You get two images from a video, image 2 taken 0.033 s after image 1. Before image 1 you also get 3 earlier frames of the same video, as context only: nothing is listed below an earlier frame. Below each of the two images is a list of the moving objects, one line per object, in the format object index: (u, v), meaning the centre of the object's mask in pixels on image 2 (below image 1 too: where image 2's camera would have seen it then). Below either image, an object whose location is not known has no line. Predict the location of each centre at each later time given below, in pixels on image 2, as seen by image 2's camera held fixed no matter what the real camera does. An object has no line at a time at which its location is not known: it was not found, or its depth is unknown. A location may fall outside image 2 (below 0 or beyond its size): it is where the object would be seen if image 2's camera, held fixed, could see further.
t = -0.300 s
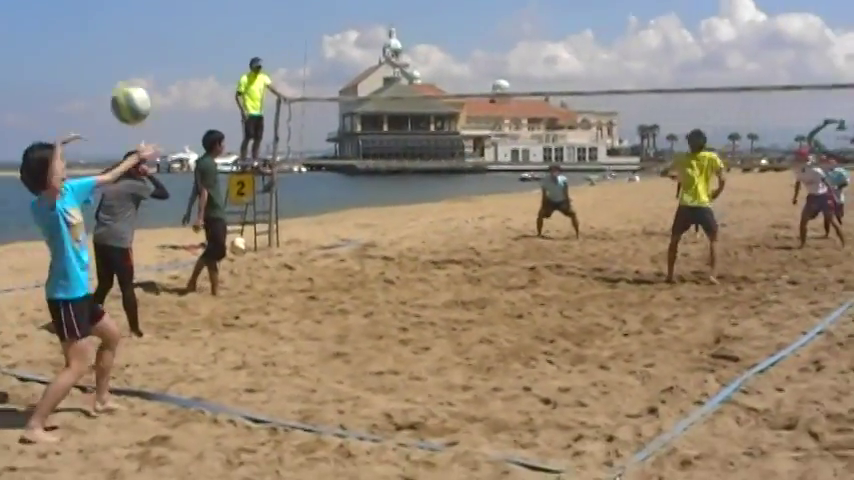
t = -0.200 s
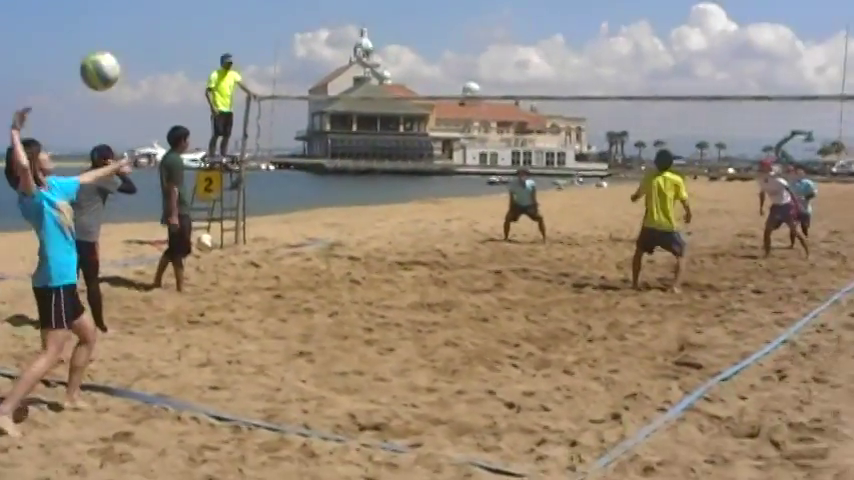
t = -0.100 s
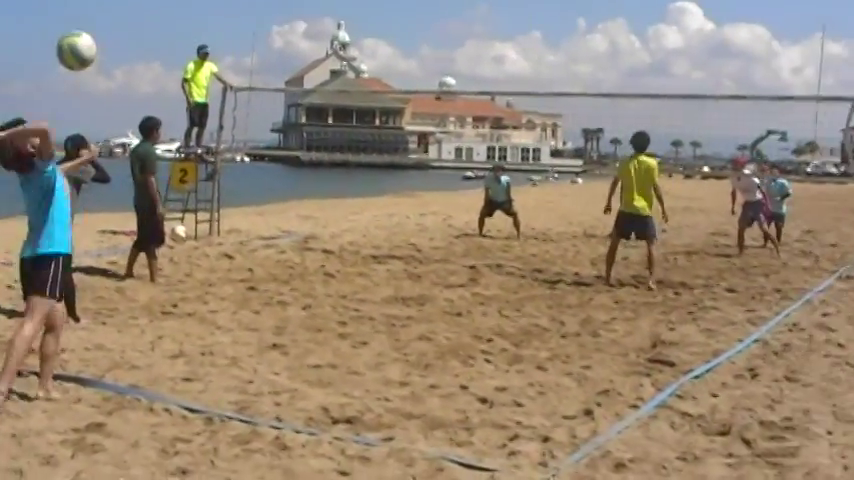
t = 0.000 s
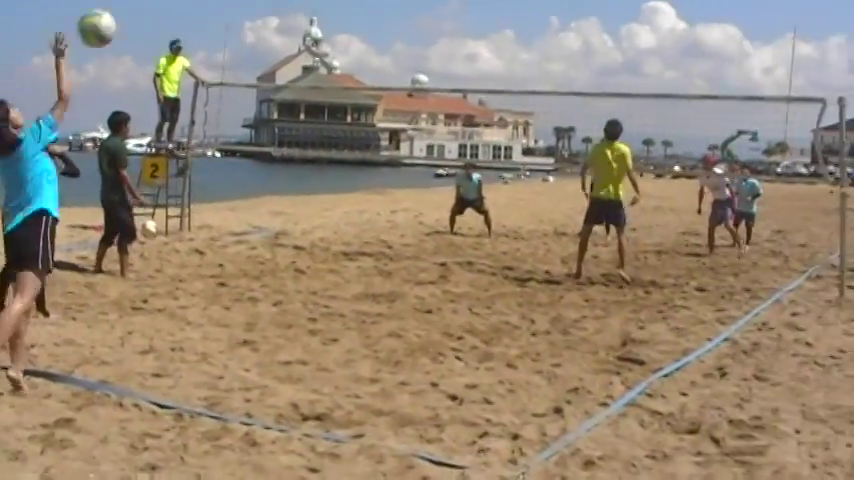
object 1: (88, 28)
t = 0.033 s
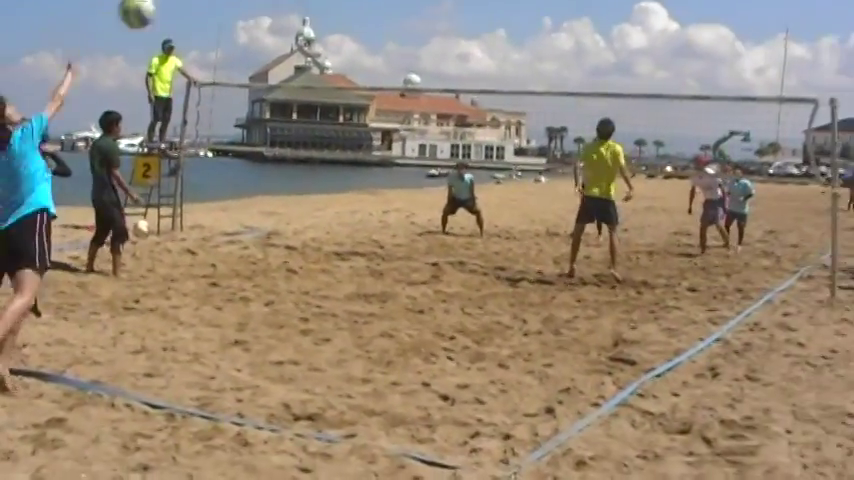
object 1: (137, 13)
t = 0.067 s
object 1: (180, 6)
